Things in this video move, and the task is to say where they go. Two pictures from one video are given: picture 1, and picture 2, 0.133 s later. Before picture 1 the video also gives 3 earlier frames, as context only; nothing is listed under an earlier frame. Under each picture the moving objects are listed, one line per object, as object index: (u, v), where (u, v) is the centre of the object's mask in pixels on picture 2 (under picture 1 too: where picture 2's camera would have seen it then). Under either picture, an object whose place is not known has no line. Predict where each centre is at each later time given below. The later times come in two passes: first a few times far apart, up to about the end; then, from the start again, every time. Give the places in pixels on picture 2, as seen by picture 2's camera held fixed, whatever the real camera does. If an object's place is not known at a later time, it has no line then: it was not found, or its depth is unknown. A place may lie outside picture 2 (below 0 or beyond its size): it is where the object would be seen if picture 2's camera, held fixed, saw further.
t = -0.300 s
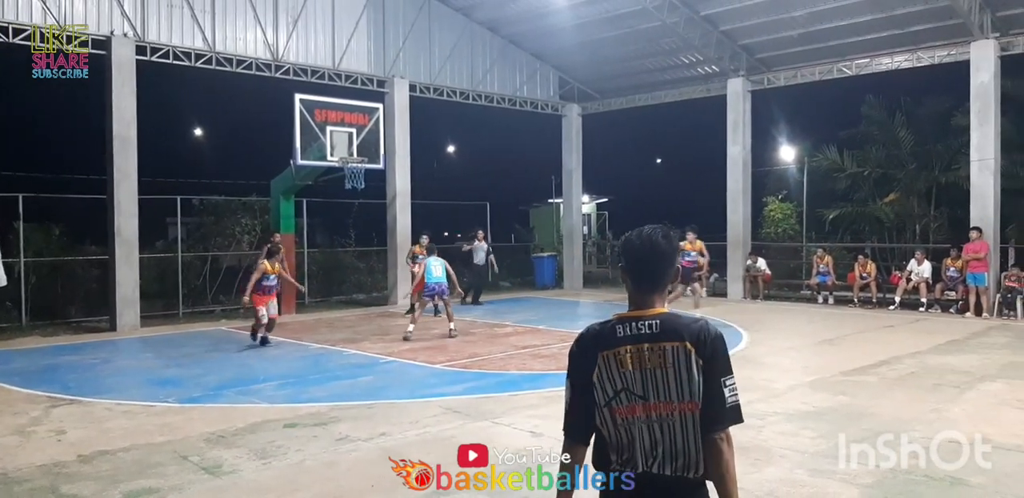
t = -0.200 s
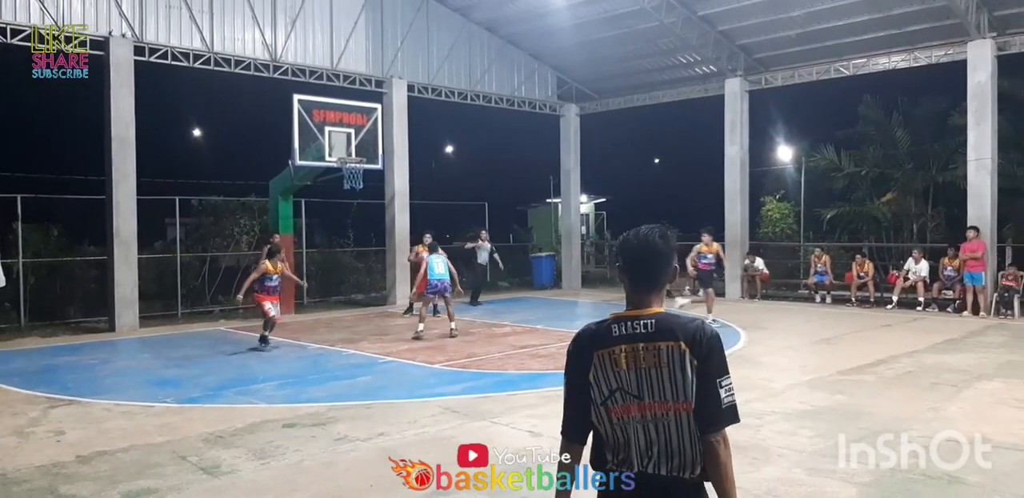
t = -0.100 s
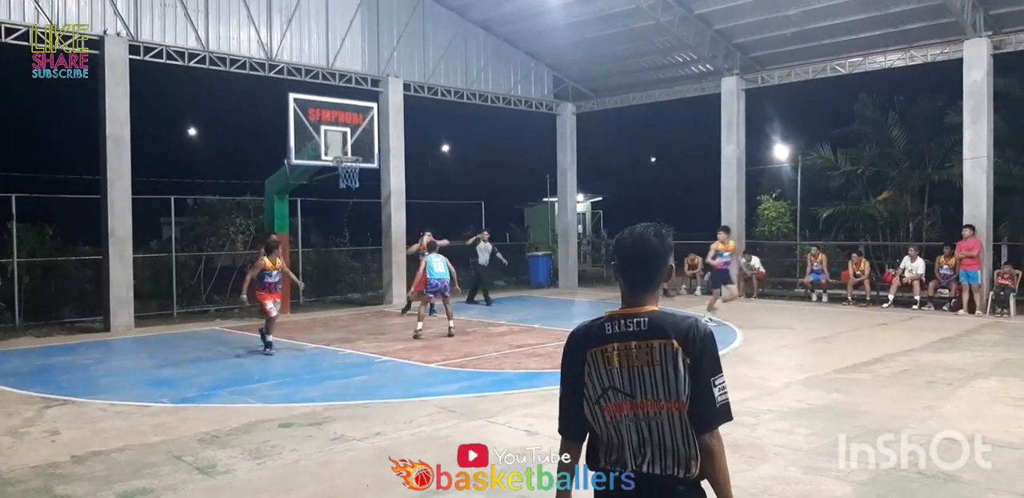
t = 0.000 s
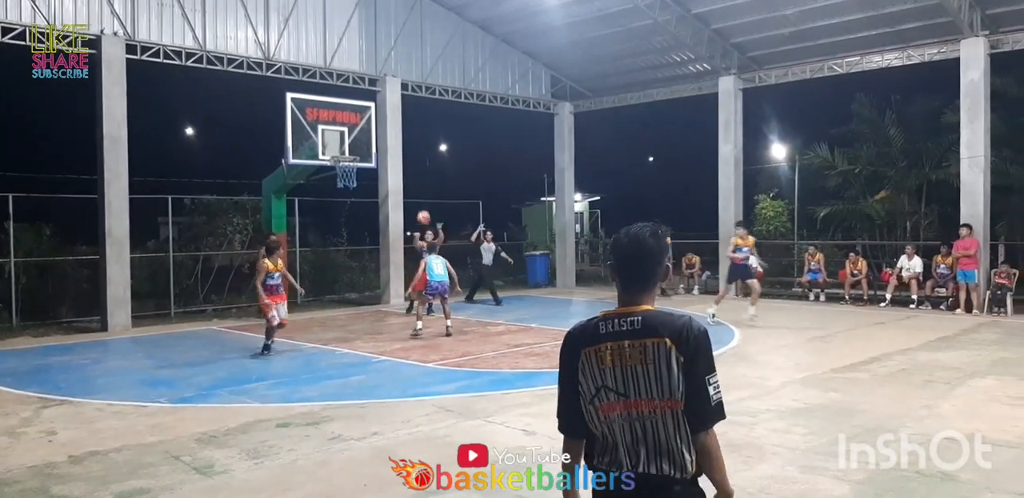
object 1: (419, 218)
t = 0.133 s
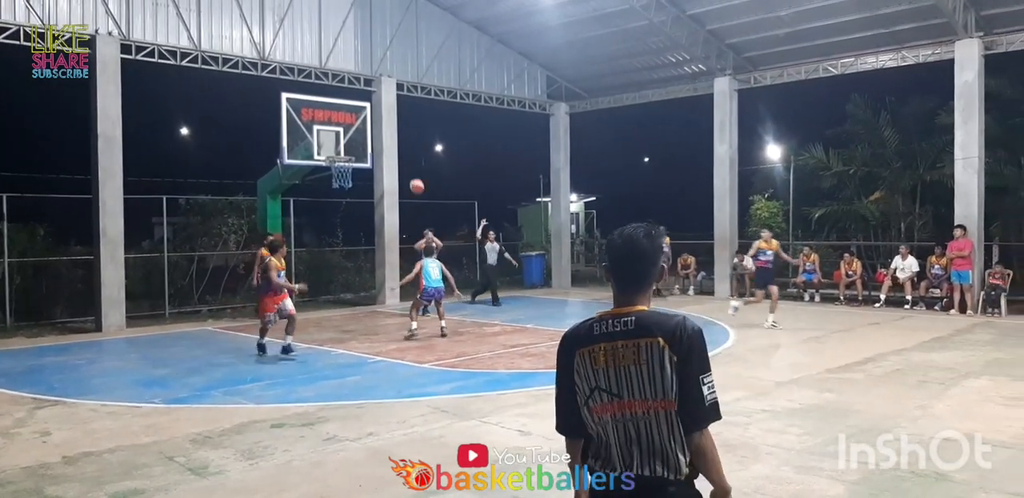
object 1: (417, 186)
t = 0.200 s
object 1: (415, 172)
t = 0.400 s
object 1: (412, 143)
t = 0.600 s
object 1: (406, 136)
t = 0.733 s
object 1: (403, 147)
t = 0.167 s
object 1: (416, 179)
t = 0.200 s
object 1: (415, 172)
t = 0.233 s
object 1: (415, 166)
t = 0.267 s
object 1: (414, 161)
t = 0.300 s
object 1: (414, 156)
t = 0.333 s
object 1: (413, 151)
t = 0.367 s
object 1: (412, 147)
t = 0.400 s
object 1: (412, 143)
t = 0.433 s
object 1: (411, 140)
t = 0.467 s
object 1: (409, 138)
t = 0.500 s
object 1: (409, 136)
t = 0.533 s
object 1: (408, 135)
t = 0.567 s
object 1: (407, 135)
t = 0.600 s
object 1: (406, 136)
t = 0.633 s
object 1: (406, 137)
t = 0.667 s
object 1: (405, 139)
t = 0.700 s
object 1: (404, 143)
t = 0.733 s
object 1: (403, 147)
